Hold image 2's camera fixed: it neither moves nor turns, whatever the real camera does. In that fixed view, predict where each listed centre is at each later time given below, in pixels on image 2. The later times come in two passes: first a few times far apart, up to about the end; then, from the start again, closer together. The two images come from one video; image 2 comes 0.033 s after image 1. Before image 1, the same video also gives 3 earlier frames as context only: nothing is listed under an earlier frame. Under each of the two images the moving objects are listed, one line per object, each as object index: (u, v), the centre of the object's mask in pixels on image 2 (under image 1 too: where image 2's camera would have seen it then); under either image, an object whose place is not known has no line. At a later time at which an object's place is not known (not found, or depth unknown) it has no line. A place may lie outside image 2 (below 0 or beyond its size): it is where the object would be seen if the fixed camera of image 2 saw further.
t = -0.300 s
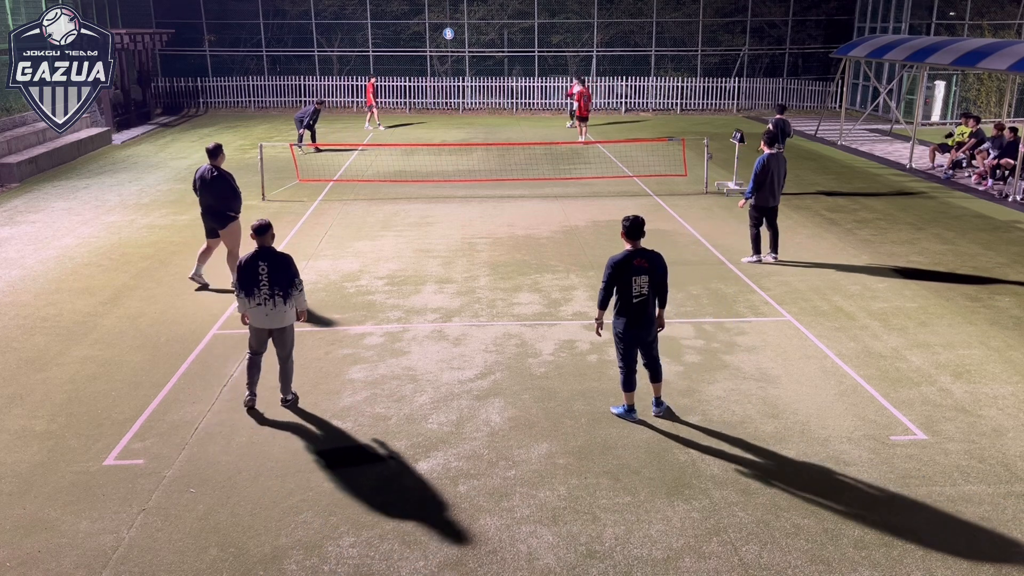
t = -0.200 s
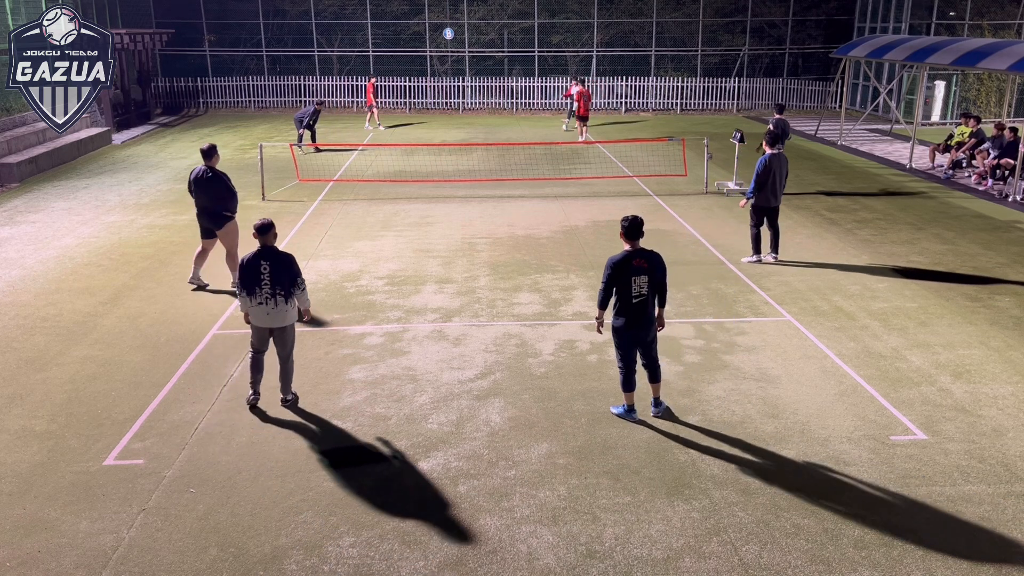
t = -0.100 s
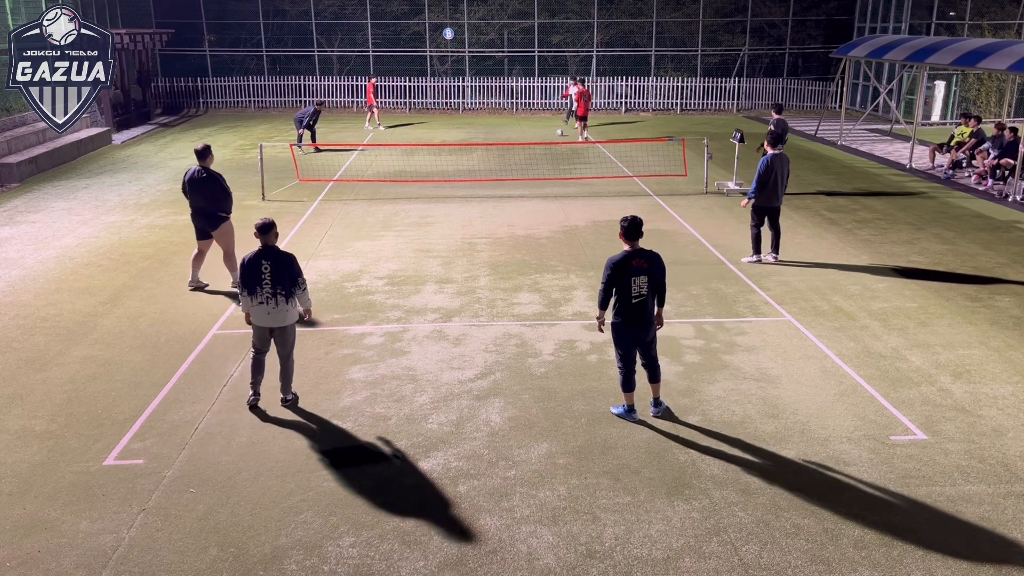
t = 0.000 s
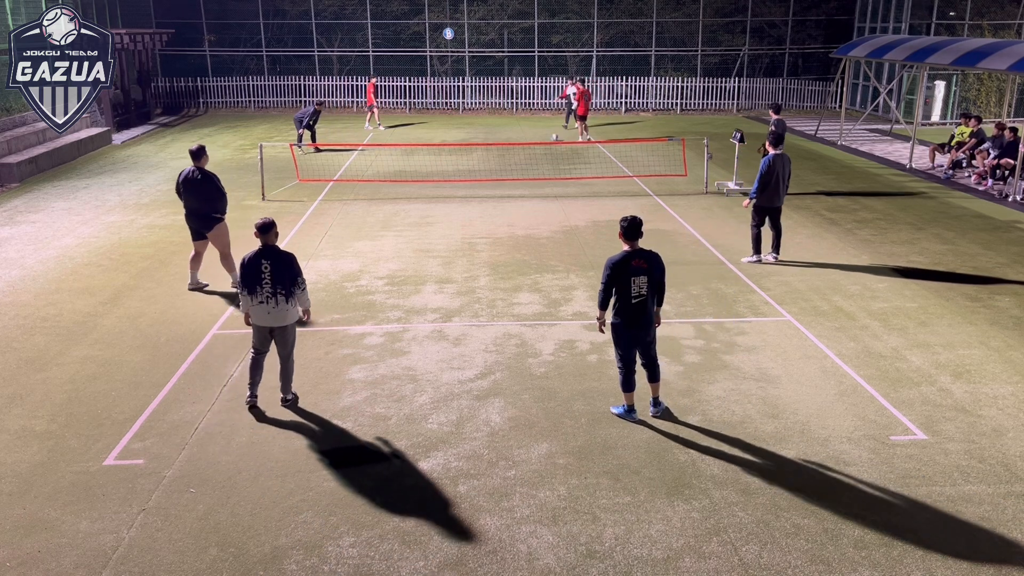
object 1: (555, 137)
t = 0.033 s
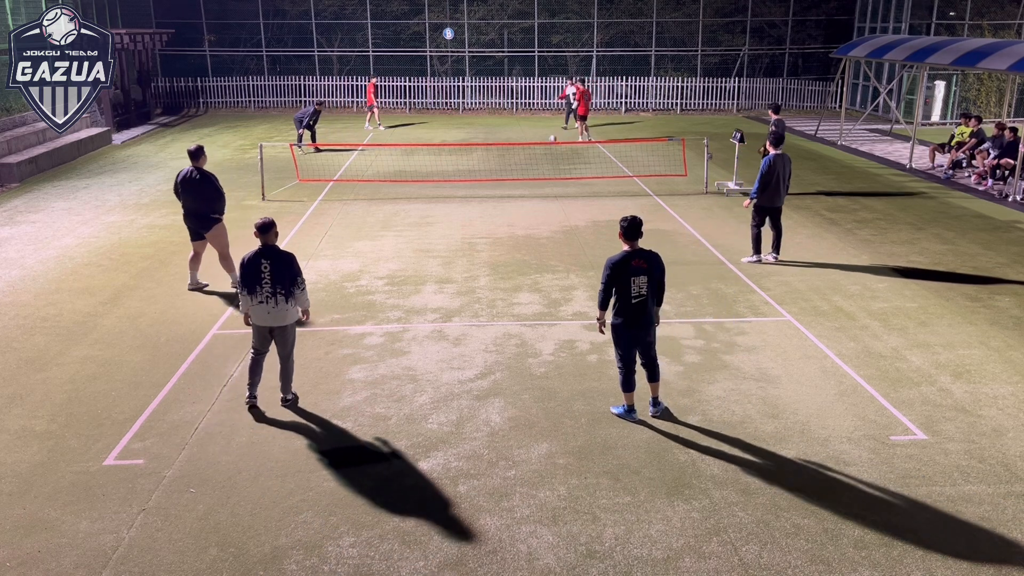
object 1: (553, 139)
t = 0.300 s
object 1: (539, 151)
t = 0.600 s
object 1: (523, 166)
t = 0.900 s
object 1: (509, 181)
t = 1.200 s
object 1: (493, 197)
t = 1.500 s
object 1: (476, 216)
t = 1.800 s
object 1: (457, 241)
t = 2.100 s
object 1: (435, 268)
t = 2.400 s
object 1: (408, 302)
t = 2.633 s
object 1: (383, 335)
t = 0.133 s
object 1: (548, 143)
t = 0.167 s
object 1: (545, 146)
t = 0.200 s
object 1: (543, 147)
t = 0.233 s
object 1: (542, 149)
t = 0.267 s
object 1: (541, 150)
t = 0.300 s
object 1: (539, 151)
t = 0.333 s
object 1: (537, 153)
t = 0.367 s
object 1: (535, 155)
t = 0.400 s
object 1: (533, 157)
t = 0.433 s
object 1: (532, 158)
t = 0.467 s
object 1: (530, 160)
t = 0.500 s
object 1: (528, 161)
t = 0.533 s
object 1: (527, 163)
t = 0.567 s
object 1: (525, 165)
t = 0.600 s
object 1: (523, 166)
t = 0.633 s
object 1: (522, 168)
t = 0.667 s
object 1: (520, 170)
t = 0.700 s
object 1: (519, 171)
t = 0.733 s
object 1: (517, 173)
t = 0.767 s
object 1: (515, 174)
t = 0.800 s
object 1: (513, 175)
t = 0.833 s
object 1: (512, 177)
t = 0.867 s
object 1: (511, 179)
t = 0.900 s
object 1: (509, 181)
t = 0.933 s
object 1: (507, 183)
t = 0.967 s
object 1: (505, 185)
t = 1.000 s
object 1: (503, 186)
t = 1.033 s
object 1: (502, 188)
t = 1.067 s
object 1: (500, 189)
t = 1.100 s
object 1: (499, 191)
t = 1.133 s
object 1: (497, 193)
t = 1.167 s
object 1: (495, 195)
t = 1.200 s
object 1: (493, 197)
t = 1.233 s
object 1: (491, 199)
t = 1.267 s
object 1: (489, 201)
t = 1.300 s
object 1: (488, 203)
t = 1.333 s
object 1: (486, 206)
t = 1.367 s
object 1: (484, 208)
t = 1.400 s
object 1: (483, 210)
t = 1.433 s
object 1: (481, 212)
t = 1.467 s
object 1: (478, 214)
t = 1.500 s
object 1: (476, 216)
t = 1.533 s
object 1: (475, 219)
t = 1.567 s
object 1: (472, 221)
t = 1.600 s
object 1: (471, 223)
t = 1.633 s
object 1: (468, 227)
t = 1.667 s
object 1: (466, 229)
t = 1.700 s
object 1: (464, 232)
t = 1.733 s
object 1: (462, 235)
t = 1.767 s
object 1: (460, 237)
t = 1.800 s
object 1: (457, 241)
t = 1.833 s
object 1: (455, 243)
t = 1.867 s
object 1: (453, 246)
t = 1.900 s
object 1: (450, 248)
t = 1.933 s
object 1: (448, 251)
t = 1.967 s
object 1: (445, 255)
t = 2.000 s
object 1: (443, 258)
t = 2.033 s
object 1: (440, 260)
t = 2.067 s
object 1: (438, 264)
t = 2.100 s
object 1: (435, 268)
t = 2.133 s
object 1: (432, 271)
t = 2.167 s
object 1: (429, 273)
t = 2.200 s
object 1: (426, 276)
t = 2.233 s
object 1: (424, 281)
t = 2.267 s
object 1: (421, 286)
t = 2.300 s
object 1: (418, 289)
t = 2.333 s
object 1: (415, 293)
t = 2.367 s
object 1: (412, 298)
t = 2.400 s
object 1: (408, 302)
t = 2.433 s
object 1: (405, 307)
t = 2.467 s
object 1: (401, 311)
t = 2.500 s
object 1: (398, 314)
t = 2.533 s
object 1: (394, 320)
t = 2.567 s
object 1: (391, 325)
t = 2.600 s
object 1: (386, 329)
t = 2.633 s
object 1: (383, 335)
